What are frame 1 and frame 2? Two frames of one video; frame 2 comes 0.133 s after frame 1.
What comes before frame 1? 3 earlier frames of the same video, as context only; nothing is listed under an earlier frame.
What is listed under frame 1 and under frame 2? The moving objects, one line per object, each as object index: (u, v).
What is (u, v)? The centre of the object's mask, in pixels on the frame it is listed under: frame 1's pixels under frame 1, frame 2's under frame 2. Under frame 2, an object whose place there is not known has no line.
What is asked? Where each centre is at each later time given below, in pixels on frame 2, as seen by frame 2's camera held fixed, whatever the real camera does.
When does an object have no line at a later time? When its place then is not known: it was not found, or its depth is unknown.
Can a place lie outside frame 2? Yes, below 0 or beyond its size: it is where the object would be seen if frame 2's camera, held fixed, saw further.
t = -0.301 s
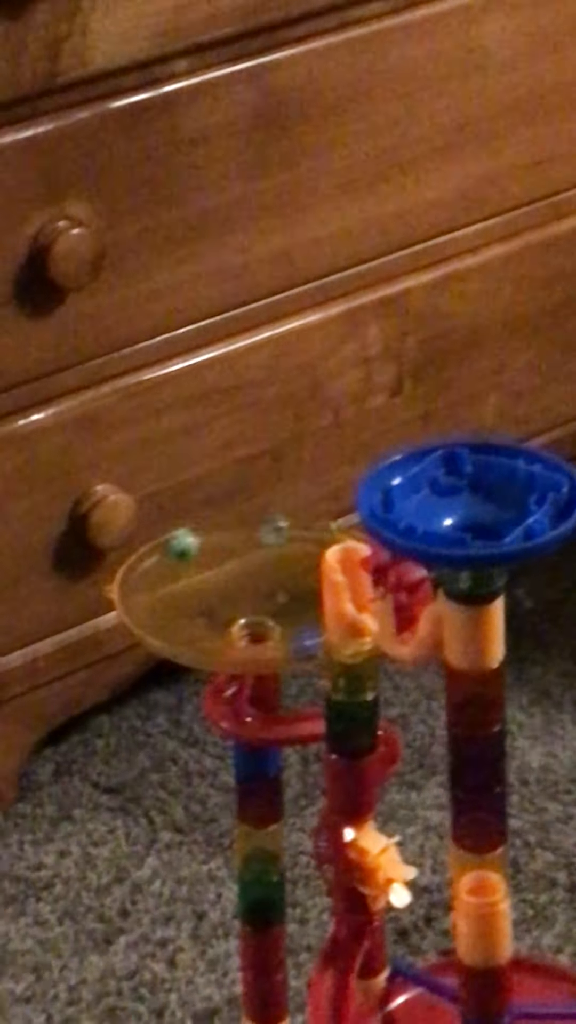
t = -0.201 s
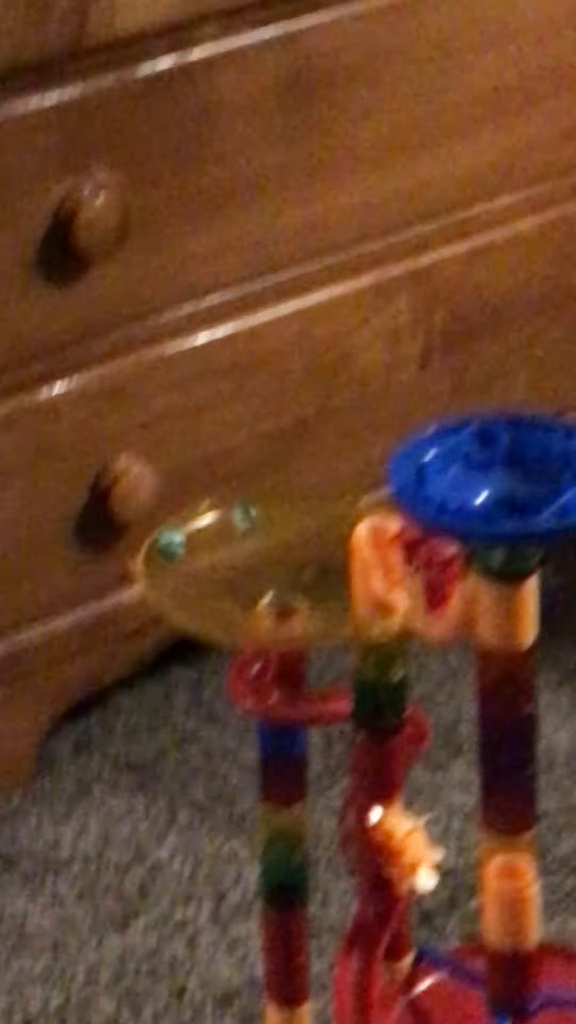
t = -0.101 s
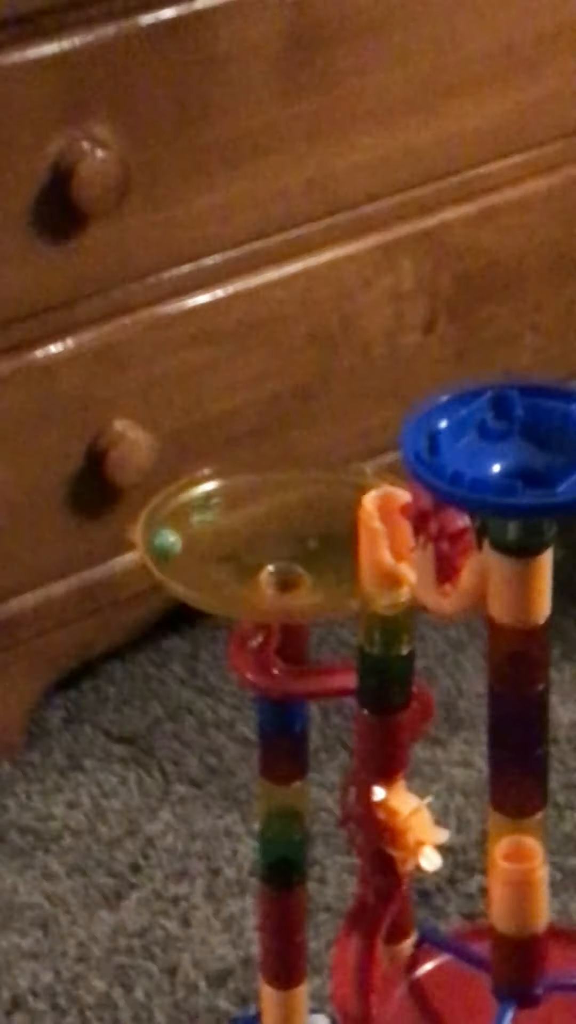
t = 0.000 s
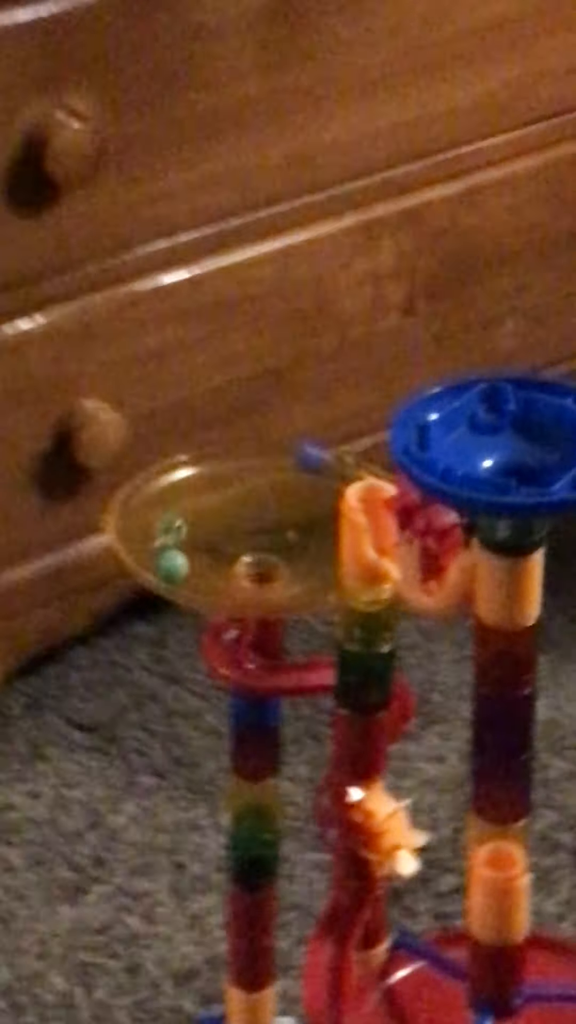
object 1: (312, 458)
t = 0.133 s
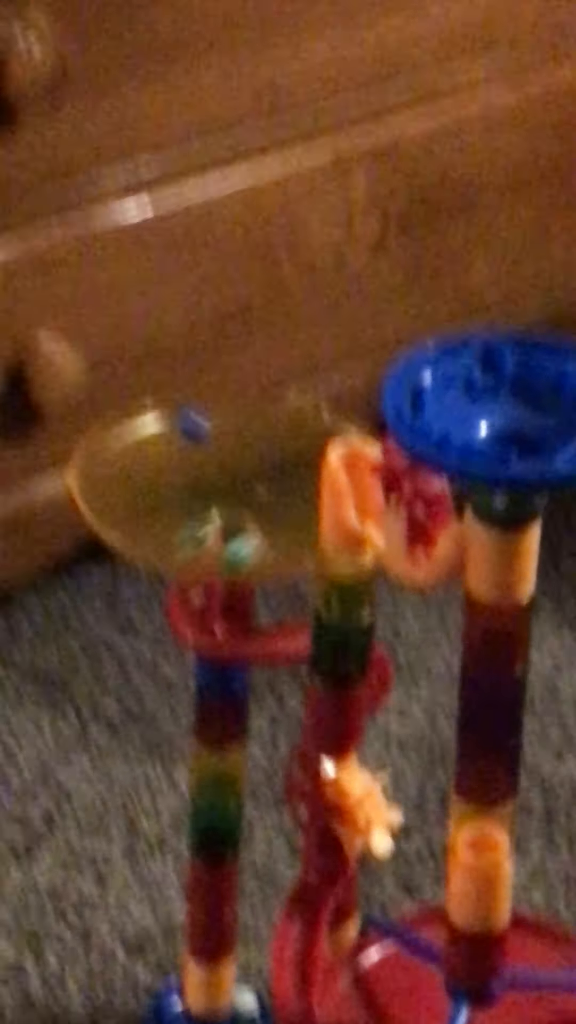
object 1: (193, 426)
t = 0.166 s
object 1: (174, 435)
